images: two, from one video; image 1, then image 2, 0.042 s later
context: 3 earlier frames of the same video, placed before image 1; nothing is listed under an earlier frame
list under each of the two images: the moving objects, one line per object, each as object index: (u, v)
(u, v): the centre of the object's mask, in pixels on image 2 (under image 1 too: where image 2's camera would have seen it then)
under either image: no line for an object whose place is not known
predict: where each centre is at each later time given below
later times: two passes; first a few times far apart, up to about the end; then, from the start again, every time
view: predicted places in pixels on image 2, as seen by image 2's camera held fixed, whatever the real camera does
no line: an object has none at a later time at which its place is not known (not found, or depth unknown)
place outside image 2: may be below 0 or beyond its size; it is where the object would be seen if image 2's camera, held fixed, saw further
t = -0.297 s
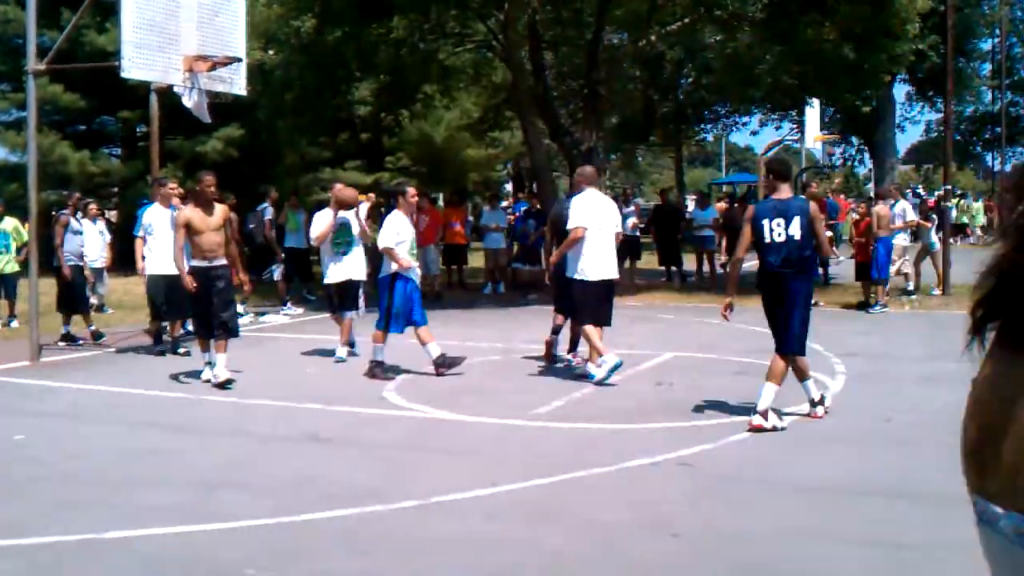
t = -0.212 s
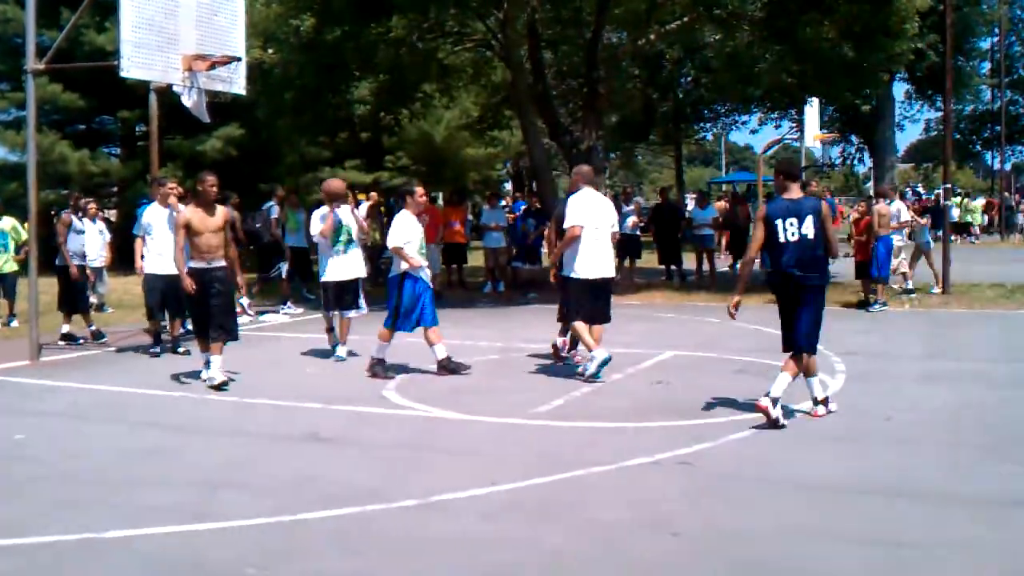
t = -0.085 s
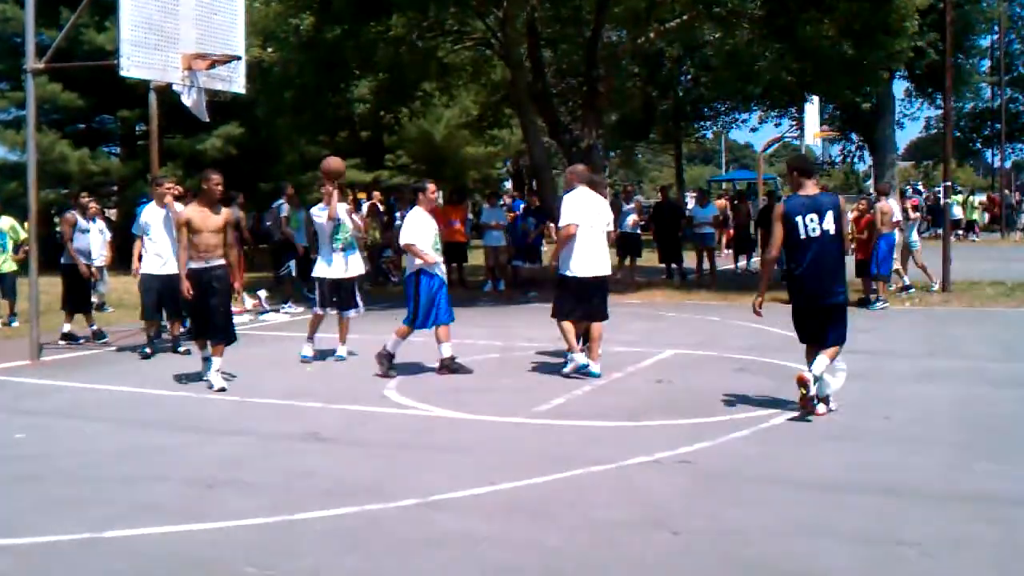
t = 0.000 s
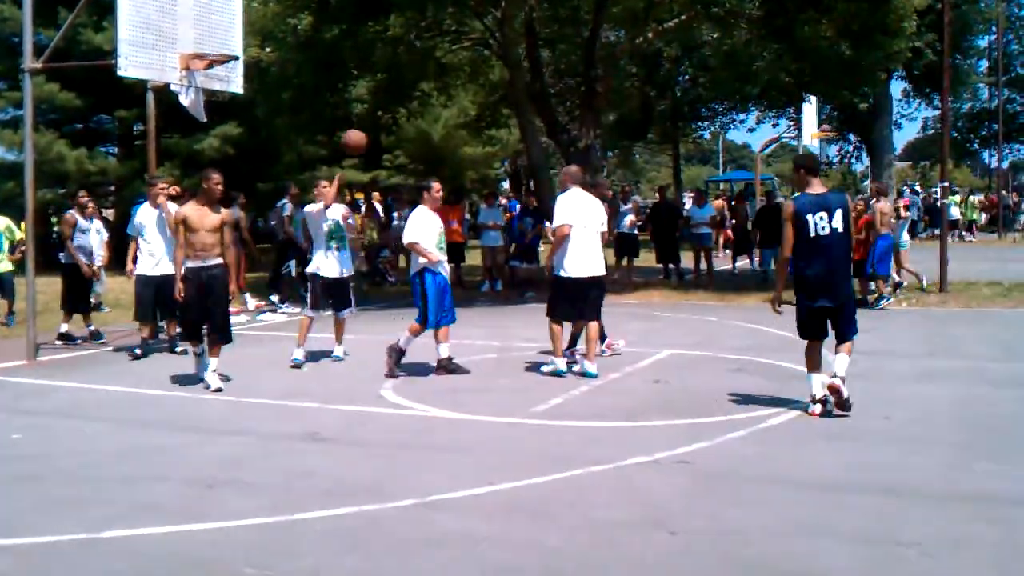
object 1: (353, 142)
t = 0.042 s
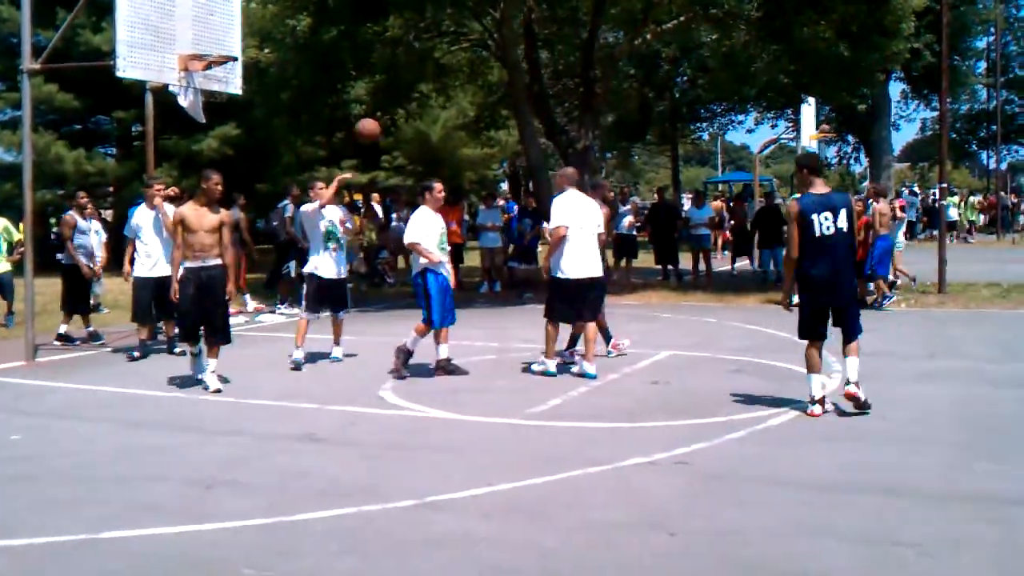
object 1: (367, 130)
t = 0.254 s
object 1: (447, 96)
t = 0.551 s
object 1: (574, 130)
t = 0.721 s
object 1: (657, 199)
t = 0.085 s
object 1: (382, 121)
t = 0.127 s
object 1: (398, 111)
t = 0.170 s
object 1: (414, 103)
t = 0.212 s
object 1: (431, 98)
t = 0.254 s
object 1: (447, 96)
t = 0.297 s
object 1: (465, 94)
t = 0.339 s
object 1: (482, 95)
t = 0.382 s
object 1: (499, 99)
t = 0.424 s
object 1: (518, 101)
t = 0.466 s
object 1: (537, 108)
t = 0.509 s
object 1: (555, 117)
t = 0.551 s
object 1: (574, 130)
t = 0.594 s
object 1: (595, 142)
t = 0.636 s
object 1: (616, 157)
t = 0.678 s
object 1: (635, 178)
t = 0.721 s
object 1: (657, 199)
